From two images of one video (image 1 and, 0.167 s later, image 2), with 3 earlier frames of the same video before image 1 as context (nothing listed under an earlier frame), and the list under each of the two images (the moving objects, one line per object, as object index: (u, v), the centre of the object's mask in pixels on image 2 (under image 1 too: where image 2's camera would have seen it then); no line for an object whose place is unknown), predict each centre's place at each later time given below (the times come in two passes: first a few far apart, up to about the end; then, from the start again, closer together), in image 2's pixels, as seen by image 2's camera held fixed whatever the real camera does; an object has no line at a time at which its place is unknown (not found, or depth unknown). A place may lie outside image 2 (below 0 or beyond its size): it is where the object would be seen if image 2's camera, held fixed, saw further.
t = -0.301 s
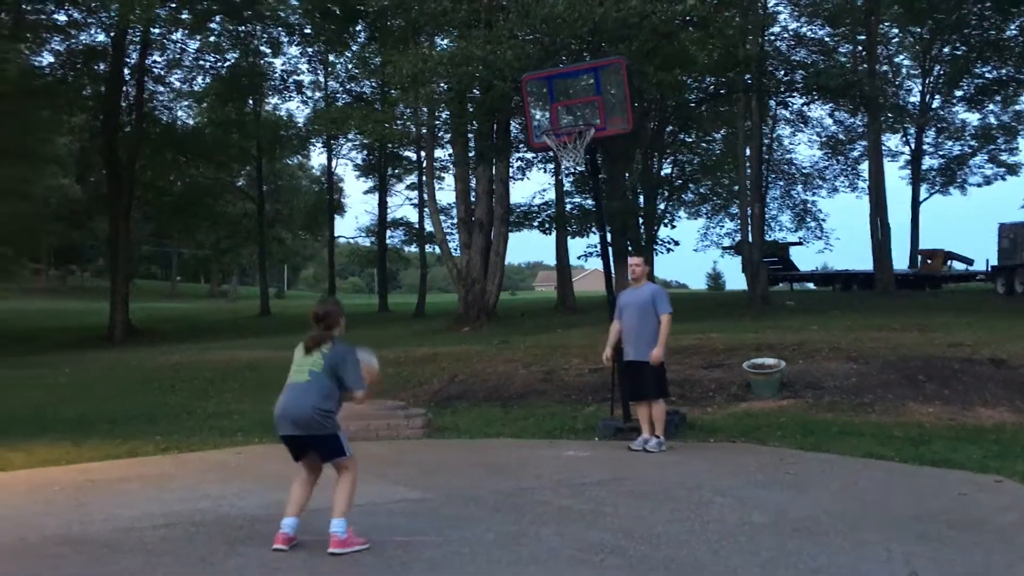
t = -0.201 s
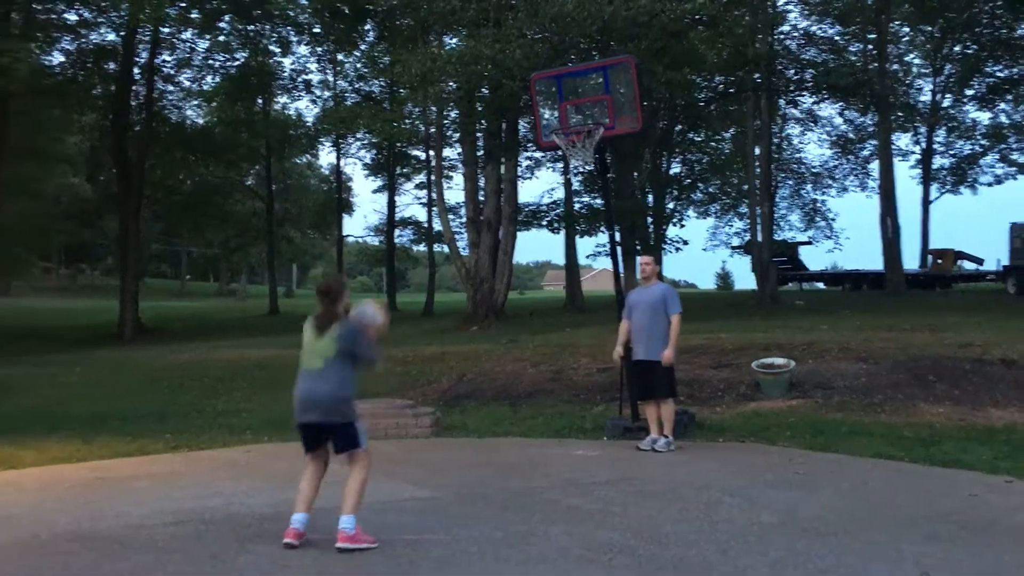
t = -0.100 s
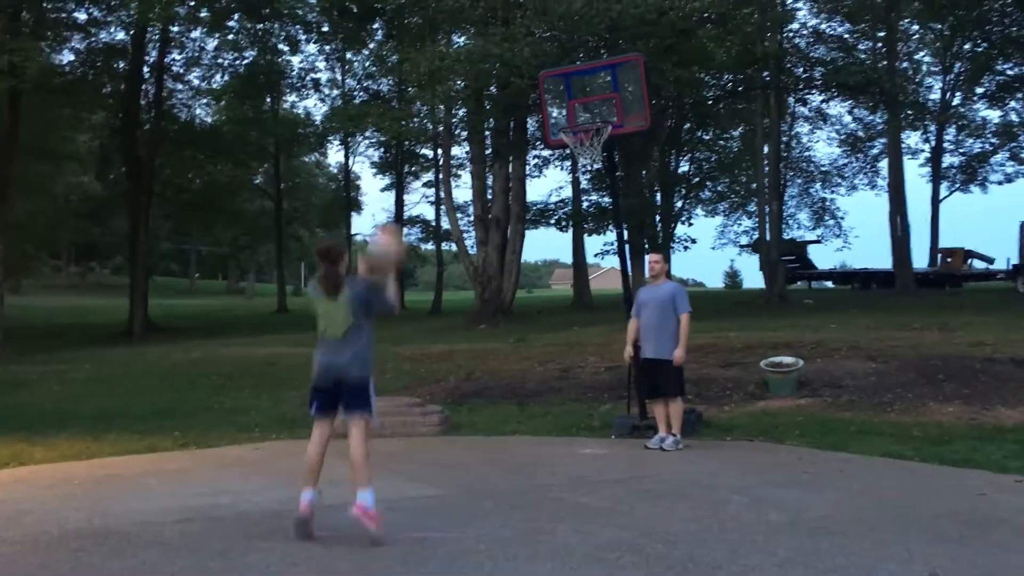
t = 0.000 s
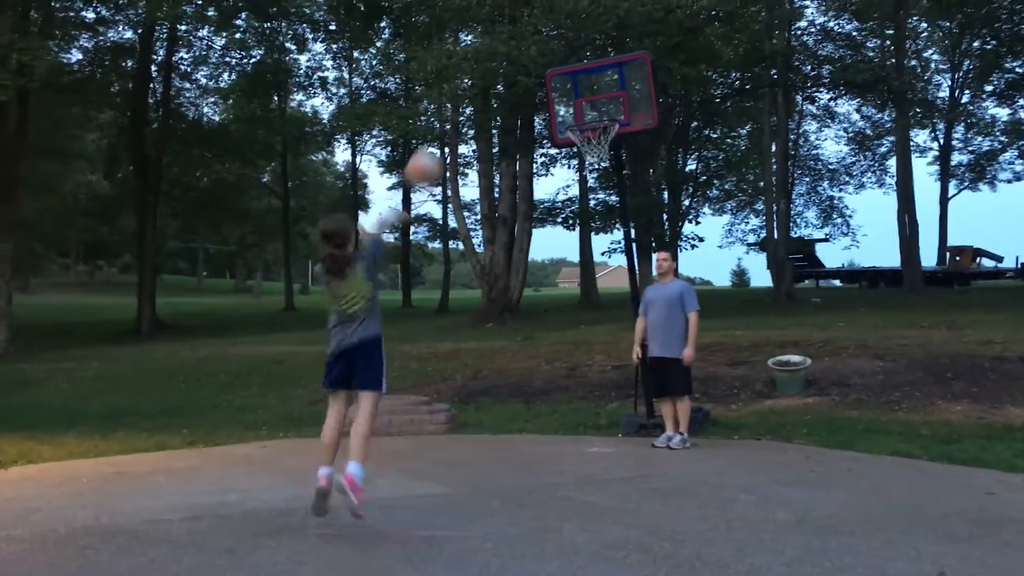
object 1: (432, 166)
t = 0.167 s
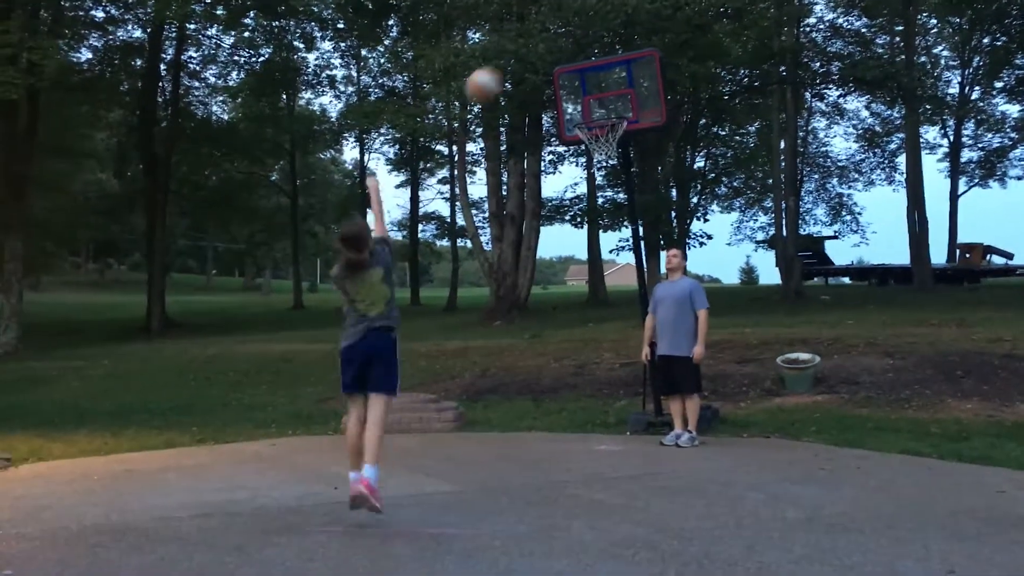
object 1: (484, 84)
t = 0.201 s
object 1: (493, 75)
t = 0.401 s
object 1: (540, 51)
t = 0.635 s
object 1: (585, 86)
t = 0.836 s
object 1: (608, 140)
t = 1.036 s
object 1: (580, 168)
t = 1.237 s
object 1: (553, 238)
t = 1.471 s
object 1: (520, 381)
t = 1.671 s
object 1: (496, 369)
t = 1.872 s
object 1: (478, 290)
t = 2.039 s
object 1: (462, 259)
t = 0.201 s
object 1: (493, 75)
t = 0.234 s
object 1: (501, 67)
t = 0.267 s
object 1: (510, 61)
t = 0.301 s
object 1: (517, 56)
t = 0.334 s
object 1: (526, 53)
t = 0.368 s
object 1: (533, 52)
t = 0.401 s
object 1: (540, 51)
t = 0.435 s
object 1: (547, 53)
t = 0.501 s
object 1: (560, 58)
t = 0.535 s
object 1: (567, 64)
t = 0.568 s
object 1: (574, 70)
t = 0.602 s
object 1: (579, 77)
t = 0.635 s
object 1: (585, 86)
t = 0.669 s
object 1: (592, 95)
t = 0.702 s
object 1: (596, 105)
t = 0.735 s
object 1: (603, 117)
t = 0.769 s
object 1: (607, 130)
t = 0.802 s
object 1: (611, 140)
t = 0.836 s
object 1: (608, 140)
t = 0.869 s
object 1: (605, 143)
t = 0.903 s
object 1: (599, 145)
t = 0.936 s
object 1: (595, 147)
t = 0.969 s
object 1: (589, 153)
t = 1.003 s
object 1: (585, 159)
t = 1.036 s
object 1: (580, 168)
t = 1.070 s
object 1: (575, 177)
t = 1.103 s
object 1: (571, 187)
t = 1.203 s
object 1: (557, 223)
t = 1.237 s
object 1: (553, 238)
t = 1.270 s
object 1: (548, 256)
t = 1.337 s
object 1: (538, 293)
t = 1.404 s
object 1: (529, 333)
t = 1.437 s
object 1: (524, 357)
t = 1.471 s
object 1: (520, 381)
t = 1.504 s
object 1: (516, 404)
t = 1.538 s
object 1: (510, 432)
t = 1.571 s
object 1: (506, 423)
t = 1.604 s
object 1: (504, 405)
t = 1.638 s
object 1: (500, 386)
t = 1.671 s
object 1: (496, 369)
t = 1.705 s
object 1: (493, 353)
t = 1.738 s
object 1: (490, 338)
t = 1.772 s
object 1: (488, 324)
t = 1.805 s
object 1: (485, 311)
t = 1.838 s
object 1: (482, 301)
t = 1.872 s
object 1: (478, 290)
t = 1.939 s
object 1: (473, 274)
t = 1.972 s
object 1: (469, 267)
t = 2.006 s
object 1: (466, 262)
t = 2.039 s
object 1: (462, 259)
